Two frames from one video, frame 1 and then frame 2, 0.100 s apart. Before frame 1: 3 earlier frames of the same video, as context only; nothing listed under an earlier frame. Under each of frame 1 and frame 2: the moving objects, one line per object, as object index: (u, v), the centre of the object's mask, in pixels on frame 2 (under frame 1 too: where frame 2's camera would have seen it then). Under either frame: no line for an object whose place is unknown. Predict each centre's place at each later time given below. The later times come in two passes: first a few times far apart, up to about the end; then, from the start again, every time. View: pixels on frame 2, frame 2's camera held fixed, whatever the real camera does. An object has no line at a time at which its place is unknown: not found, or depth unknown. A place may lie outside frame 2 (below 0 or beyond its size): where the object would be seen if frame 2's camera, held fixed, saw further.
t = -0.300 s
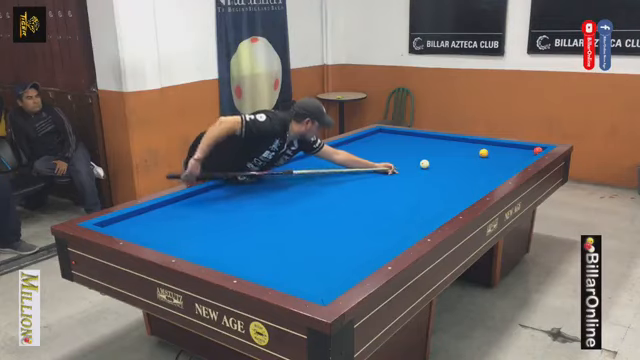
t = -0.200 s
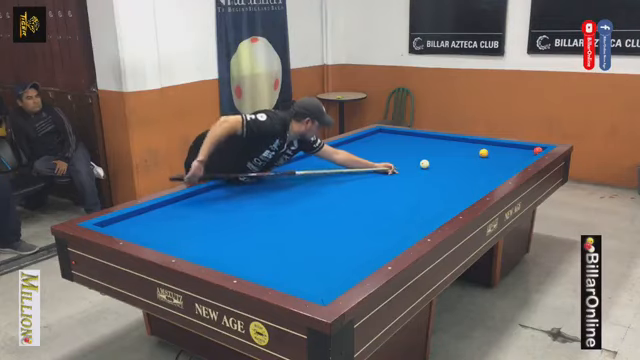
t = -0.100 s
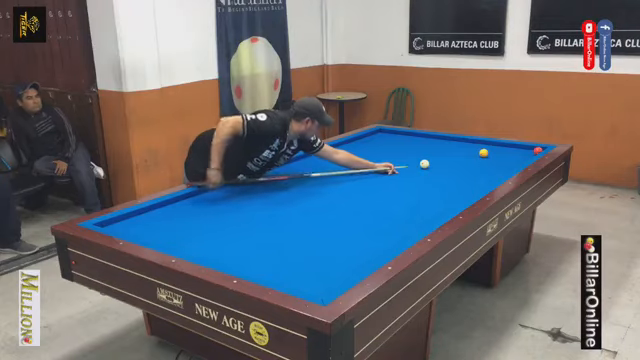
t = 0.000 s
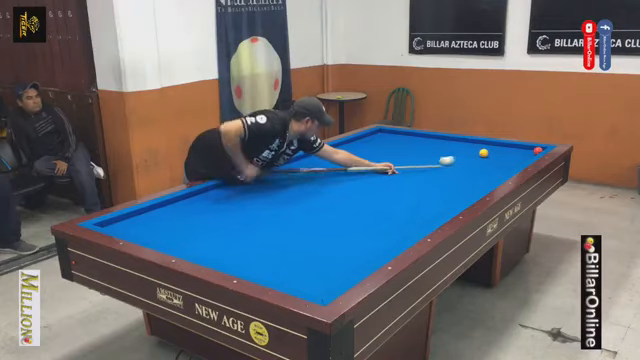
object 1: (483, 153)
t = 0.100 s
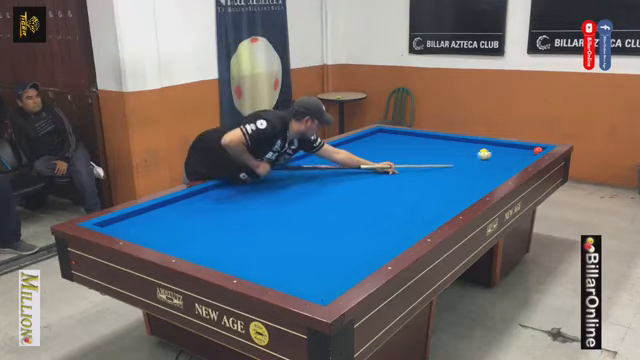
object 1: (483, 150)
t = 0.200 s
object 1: (481, 148)
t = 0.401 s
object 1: (476, 141)
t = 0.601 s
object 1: (458, 143)
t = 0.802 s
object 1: (436, 142)
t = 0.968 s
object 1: (416, 142)
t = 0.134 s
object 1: (482, 151)
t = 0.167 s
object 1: (482, 149)
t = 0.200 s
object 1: (481, 148)
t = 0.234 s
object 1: (481, 146)
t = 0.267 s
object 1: (480, 145)
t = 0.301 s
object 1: (479, 143)
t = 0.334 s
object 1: (479, 142)
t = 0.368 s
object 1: (478, 141)
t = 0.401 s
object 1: (476, 141)
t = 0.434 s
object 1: (473, 141)
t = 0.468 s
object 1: (470, 142)
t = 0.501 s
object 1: (467, 142)
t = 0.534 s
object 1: (464, 143)
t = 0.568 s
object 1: (461, 143)
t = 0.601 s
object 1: (458, 143)
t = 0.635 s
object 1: (455, 143)
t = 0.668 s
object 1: (452, 143)
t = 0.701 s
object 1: (448, 143)
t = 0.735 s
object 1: (444, 143)
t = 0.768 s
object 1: (440, 143)
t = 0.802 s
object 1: (436, 142)
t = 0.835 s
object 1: (432, 142)
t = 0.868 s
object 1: (427, 142)
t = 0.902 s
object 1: (423, 142)
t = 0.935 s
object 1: (419, 142)
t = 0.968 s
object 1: (416, 142)
